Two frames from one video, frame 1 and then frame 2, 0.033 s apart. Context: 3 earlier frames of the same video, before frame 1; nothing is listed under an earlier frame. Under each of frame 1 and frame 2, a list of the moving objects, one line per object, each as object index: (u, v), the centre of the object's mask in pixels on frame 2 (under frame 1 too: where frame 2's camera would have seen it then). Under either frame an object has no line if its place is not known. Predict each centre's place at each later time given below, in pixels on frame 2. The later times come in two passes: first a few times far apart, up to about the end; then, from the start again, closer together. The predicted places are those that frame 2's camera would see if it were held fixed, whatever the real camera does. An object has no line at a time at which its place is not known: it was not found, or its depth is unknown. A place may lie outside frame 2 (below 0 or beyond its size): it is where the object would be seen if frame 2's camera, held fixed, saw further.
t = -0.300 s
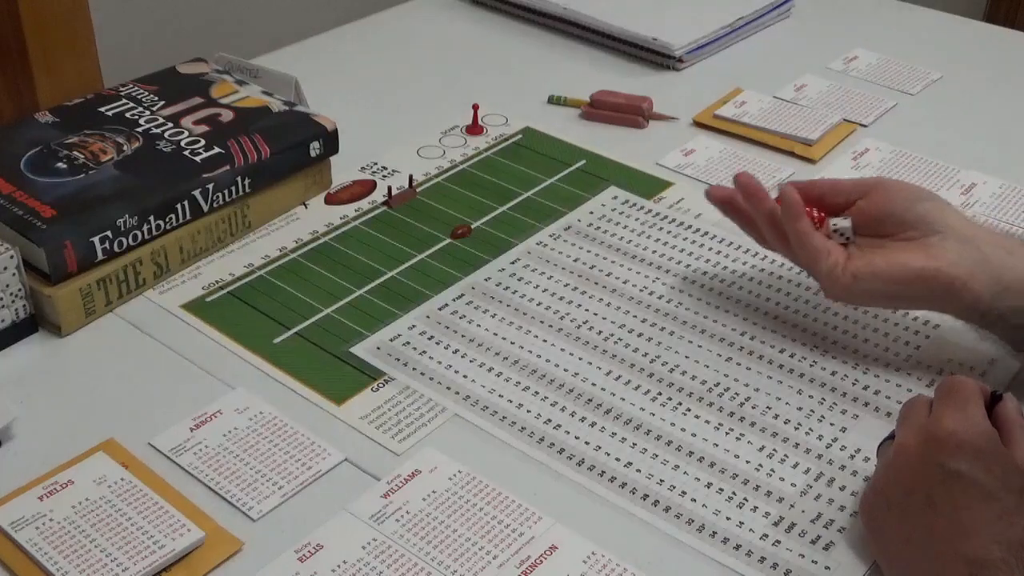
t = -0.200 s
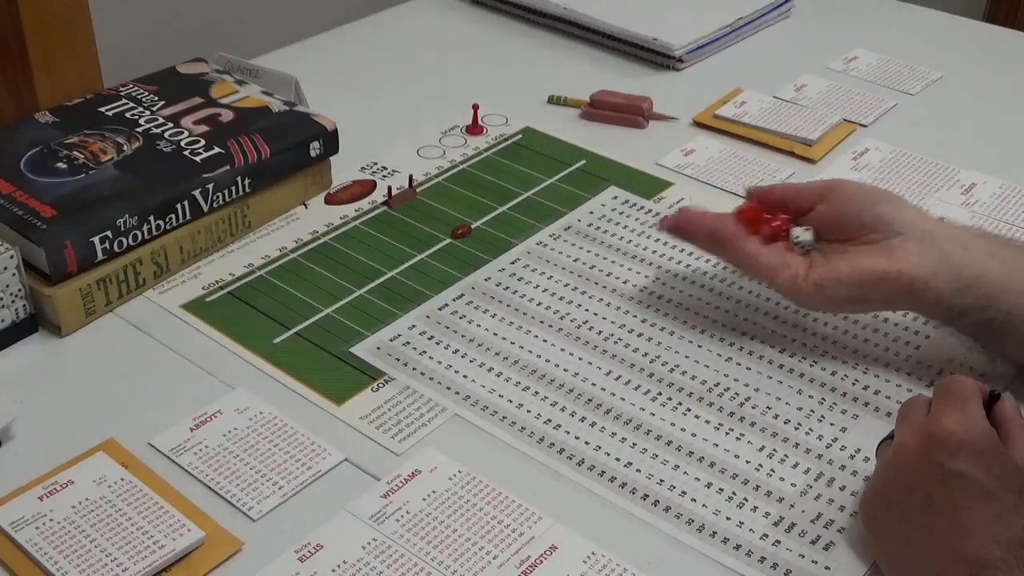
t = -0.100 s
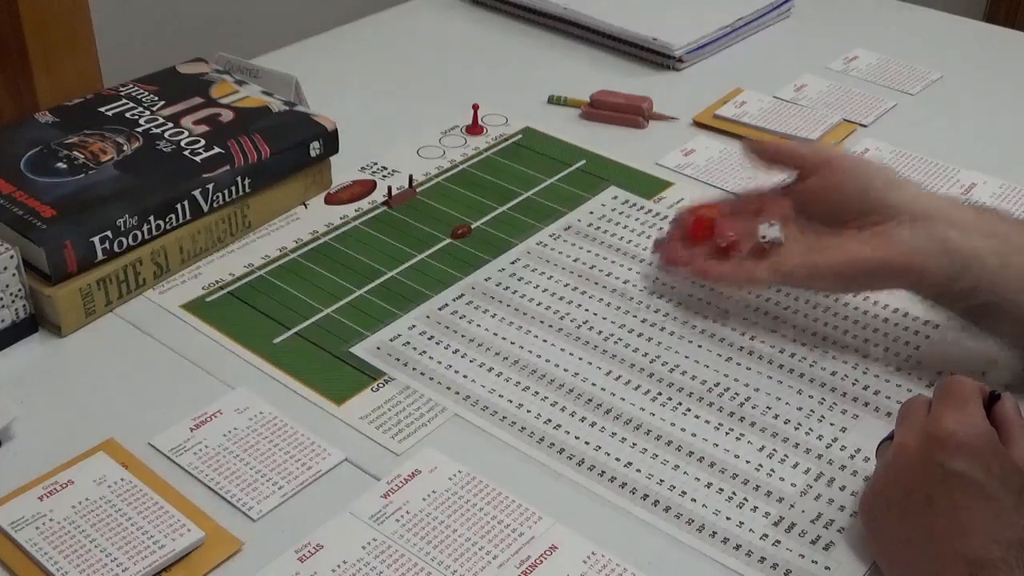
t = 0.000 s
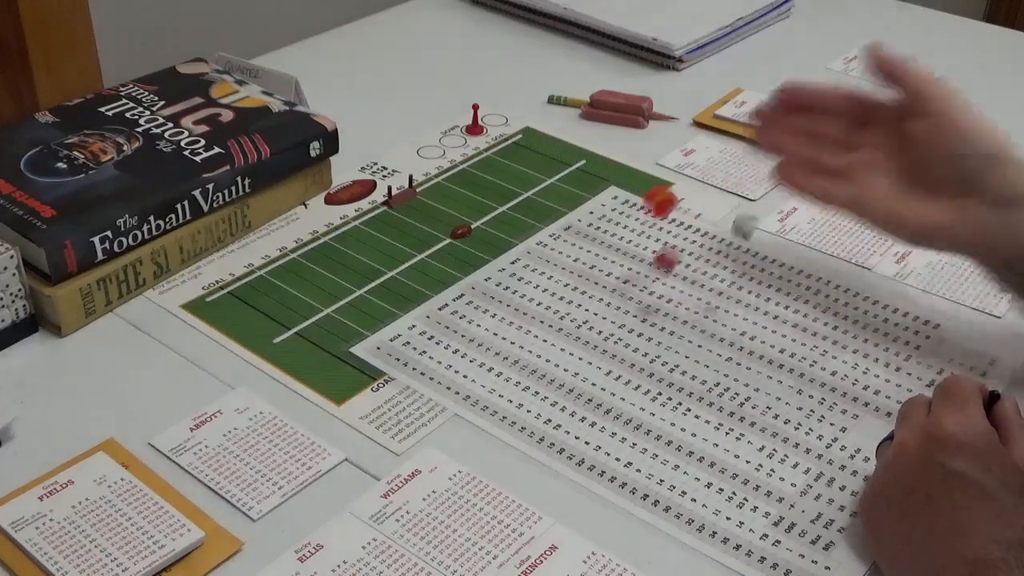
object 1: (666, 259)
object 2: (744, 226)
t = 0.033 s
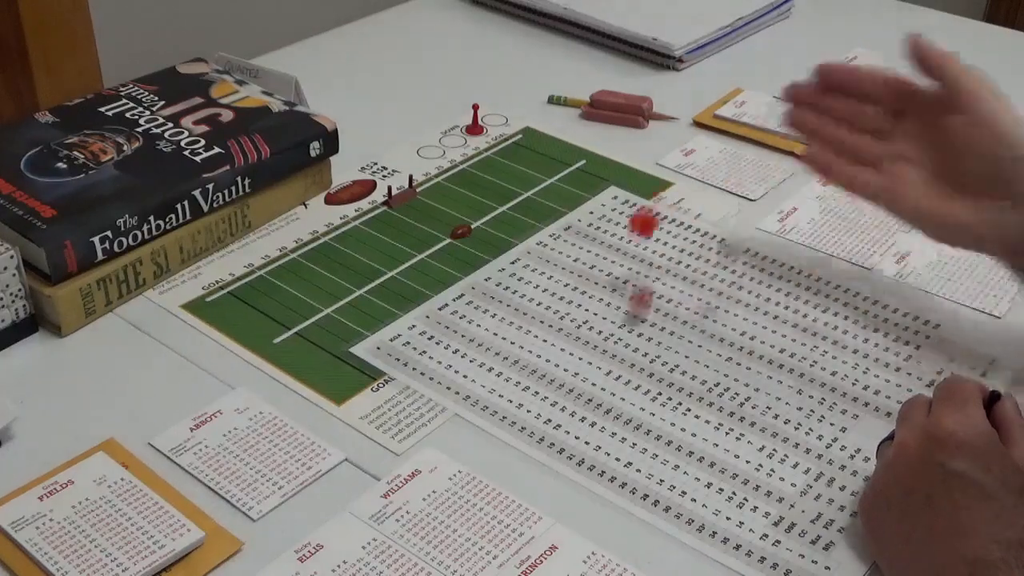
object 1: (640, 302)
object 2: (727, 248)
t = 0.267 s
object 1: (542, 323)
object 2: (645, 319)
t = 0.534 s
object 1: (537, 327)
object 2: (643, 320)
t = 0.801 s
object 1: (537, 327)
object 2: (643, 320)
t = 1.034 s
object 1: (537, 327)
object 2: (643, 320)
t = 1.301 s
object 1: (537, 327)
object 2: (643, 320)
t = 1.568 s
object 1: (537, 327)
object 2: (643, 320)
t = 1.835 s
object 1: (537, 327)
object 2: (643, 320)
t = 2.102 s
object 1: (537, 327)
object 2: (643, 320)
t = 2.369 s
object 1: (537, 327)
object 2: (643, 320)
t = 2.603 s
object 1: (537, 327)
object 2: (643, 320)
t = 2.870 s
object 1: (537, 327)
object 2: (643, 320)
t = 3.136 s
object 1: (537, 327)
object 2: (643, 320)
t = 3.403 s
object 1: (537, 327)
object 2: (643, 320)
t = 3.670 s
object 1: (537, 327)
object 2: (643, 320)
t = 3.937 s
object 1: (537, 327)
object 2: (643, 320)
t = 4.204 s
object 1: (537, 327)
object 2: (643, 320)
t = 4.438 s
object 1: (537, 327)
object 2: (643, 320)
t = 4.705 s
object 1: (537, 327)
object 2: (643, 320)
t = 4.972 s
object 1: (537, 327)
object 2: (643, 320)
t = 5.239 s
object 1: (537, 327)
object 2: (643, 320)
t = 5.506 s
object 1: (537, 327)
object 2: (643, 320)
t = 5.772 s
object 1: (537, 327)
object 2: (643, 320)
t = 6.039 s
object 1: (538, 327)
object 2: (643, 320)
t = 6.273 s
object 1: (537, 327)
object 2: (643, 320)
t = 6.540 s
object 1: (537, 327)
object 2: (643, 320)
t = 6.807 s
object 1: (537, 327)
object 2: (643, 320)
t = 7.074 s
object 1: (537, 327)
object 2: (643, 320)
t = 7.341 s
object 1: (537, 327)
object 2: (643, 320)
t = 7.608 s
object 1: (537, 327)
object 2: (643, 320)
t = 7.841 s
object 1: (537, 327)
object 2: (643, 320)
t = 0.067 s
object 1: (621, 312)
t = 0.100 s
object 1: (602, 317)
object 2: (699, 315)
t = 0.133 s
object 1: (586, 316)
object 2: (688, 314)
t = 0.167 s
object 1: (572, 319)
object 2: (671, 317)
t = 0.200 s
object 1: (559, 320)
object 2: (660, 318)
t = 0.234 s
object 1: (549, 320)
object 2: (651, 319)
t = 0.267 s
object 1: (542, 323)
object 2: (645, 319)
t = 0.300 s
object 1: (538, 326)
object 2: (643, 320)
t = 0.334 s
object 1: (537, 327)
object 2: (643, 320)
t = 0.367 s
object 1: (537, 327)
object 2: (643, 320)
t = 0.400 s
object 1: (537, 327)
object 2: (643, 320)
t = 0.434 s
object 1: (537, 327)
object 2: (643, 320)
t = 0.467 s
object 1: (537, 327)
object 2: (643, 320)
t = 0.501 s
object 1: (537, 327)
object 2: (643, 320)
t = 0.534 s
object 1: (537, 327)
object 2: (643, 320)
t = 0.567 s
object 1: (537, 327)
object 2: (643, 320)
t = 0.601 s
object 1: (537, 327)
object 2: (643, 320)
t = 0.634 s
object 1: (537, 327)
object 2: (643, 320)
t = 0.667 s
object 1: (537, 327)
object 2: (643, 320)
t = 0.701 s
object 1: (537, 327)
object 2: (643, 320)
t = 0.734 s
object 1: (537, 327)
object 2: (643, 320)
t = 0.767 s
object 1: (537, 327)
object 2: (643, 320)
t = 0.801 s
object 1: (537, 327)
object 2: (643, 320)
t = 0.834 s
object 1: (537, 327)
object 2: (643, 320)
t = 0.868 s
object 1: (537, 327)
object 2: (643, 320)
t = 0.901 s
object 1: (537, 327)
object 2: (643, 320)
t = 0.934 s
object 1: (537, 327)
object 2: (643, 320)
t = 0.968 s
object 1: (537, 327)
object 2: (643, 320)
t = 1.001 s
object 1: (537, 327)
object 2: (643, 320)
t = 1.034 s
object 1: (537, 327)
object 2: (643, 320)
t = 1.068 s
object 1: (537, 327)
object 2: (643, 320)
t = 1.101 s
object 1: (537, 327)
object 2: (643, 320)
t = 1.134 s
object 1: (537, 327)
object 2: (643, 320)
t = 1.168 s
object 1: (537, 327)
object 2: (643, 320)
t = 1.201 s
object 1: (537, 327)
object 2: (643, 320)
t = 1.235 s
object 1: (537, 327)
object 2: (643, 320)
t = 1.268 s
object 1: (537, 327)
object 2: (643, 320)
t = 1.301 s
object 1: (537, 327)
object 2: (643, 320)
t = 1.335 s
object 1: (537, 327)
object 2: (643, 320)
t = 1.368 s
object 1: (537, 327)
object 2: (643, 320)
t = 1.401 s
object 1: (537, 327)
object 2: (643, 320)
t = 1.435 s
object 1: (537, 327)
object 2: (643, 320)
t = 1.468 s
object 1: (537, 327)
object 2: (643, 320)
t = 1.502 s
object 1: (537, 327)
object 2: (643, 320)
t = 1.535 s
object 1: (537, 327)
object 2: (643, 320)
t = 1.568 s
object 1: (537, 327)
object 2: (643, 320)
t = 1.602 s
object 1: (537, 327)
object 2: (643, 320)
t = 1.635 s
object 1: (537, 327)
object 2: (643, 320)
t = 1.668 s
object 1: (537, 327)
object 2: (643, 320)
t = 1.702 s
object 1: (537, 327)
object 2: (643, 320)
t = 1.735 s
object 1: (537, 327)
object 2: (643, 320)
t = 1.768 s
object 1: (537, 327)
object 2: (643, 320)
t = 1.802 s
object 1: (537, 327)
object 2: (643, 320)
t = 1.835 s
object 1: (537, 327)
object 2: (643, 320)
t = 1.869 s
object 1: (537, 327)
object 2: (643, 320)
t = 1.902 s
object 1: (537, 327)
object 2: (643, 320)
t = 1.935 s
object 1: (537, 327)
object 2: (643, 320)
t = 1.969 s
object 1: (537, 327)
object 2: (643, 320)
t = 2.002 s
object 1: (537, 327)
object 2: (643, 320)
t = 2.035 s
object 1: (537, 327)
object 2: (643, 320)
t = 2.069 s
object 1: (537, 327)
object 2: (643, 320)
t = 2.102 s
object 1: (537, 327)
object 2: (643, 320)
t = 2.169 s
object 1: (537, 327)
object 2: (643, 320)
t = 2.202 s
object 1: (537, 327)
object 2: (643, 320)
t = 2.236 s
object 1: (537, 327)
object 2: (643, 320)
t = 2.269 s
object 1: (537, 327)
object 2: (643, 320)
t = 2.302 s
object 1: (537, 327)
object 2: (643, 320)
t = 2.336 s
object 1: (537, 327)
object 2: (643, 320)
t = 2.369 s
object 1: (537, 327)
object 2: (643, 320)
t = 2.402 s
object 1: (537, 327)
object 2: (643, 320)
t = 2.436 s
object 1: (537, 327)
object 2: (643, 320)
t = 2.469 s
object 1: (537, 327)
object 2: (643, 320)
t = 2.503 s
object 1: (537, 327)
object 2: (643, 320)
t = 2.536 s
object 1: (537, 327)
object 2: (643, 320)
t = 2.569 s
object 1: (537, 327)
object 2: (643, 320)
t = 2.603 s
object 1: (537, 327)
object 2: (643, 320)
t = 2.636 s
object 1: (537, 327)
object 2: (643, 320)
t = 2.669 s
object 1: (537, 327)
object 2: (643, 320)
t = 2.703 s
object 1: (537, 327)
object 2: (643, 320)
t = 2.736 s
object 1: (537, 327)
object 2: (643, 320)
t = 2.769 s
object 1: (537, 327)
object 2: (643, 320)
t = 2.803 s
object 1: (537, 327)
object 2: (643, 320)
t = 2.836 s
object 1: (537, 327)
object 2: (643, 320)
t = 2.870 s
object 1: (537, 327)
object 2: (643, 320)
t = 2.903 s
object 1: (537, 327)
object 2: (643, 320)
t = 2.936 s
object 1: (537, 327)
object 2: (643, 320)
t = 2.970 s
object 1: (537, 327)
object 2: (643, 320)
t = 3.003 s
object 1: (537, 327)
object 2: (643, 320)
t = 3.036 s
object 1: (537, 327)
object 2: (643, 320)
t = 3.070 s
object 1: (537, 327)
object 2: (643, 320)
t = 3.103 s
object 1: (537, 327)
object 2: (643, 320)
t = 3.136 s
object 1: (537, 327)
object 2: (643, 320)
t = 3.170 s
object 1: (537, 327)
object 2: (643, 320)
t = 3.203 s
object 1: (537, 327)
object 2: (643, 320)
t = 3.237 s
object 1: (537, 327)
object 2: (643, 320)
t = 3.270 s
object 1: (537, 327)
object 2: (643, 320)
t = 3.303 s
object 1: (537, 327)
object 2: (643, 320)
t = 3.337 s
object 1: (537, 327)
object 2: (643, 320)
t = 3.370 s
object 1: (537, 327)
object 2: (643, 320)
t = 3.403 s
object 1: (537, 327)
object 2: (643, 320)
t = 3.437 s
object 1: (537, 327)
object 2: (643, 320)
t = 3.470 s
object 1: (537, 327)
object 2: (643, 320)
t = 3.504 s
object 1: (537, 327)
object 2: (643, 320)
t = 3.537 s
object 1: (537, 327)
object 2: (643, 320)
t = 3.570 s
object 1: (537, 327)
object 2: (643, 320)
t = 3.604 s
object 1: (537, 327)
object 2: (643, 320)
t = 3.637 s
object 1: (537, 327)
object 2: (643, 320)
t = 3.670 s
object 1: (537, 327)
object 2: (643, 320)
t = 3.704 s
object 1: (537, 327)
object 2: (643, 320)
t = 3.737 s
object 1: (537, 327)
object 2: (643, 320)
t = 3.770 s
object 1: (537, 327)
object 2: (643, 320)
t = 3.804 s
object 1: (537, 327)
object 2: (643, 320)
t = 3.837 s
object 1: (537, 327)
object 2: (643, 320)
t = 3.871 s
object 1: (537, 327)
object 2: (643, 320)
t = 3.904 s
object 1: (537, 327)
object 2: (643, 320)
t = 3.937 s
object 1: (537, 327)
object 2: (643, 320)
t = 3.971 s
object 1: (537, 327)
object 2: (643, 320)
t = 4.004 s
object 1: (537, 327)
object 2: (643, 320)
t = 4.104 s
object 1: (537, 327)
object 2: (643, 320)
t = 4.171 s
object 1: (537, 327)
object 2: (643, 320)
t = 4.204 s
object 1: (537, 327)
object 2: (643, 320)
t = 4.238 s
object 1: (537, 327)
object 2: (643, 320)
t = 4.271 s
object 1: (537, 327)
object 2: (643, 320)
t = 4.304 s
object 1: (537, 327)
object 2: (643, 320)
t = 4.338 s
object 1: (537, 327)
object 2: (643, 320)
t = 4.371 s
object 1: (537, 327)
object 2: (643, 320)
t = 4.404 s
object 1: (537, 327)
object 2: (643, 320)
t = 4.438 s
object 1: (537, 327)
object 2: (643, 320)
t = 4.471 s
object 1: (537, 327)
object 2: (643, 320)
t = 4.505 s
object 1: (537, 327)
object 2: (643, 320)
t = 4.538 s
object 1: (537, 327)
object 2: (643, 320)
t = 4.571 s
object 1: (537, 327)
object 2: (643, 320)
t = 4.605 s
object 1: (537, 327)
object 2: (643, 320)
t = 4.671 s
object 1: (537, 327)
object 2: (643, 320)
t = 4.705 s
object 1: (537, 327)
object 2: (643, 320)
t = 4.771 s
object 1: (537, 327)
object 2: (643, 320)
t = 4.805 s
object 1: (537, 327)
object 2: (643, 320)
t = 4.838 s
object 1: (537, 327)
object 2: (643, 320)
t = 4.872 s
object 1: (537, 327)
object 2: (643, 320)
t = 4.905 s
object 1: (537, 327)
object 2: (643, 320)
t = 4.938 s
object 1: (537, 327)
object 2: (643, 320)
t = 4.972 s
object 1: (537, 327)
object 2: (643, 320)
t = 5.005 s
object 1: (537, 327)
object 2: (643, 320)
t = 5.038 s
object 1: (537, 327)
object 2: (643, 320)
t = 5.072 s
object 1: (537, 327)
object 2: (643, 320)
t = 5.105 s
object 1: (537, 327)
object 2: (643, 320)
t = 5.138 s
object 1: (537, 327)
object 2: (643, 320)
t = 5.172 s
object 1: (537, 327)
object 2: (643, 320)
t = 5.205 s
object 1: (537, 327)
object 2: (643, 320)
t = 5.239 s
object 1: (537, 327)
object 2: (643, 320)
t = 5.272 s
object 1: (537, 327)
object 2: (643, 320)
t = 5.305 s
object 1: (537, 327)
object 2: (643, 321)
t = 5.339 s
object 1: (537, 327)
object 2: (643, 321)
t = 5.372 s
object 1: (537, 327)
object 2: (643, 321)
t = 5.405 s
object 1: (537, 327)
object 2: (643, 320)
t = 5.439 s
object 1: (537, 327)
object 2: (643, 320)
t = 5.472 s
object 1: (537, 327)
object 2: (643, 320)
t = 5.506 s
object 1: (537, 327)
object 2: (643, 320)
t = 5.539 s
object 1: (537, 327)
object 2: (643, 321)
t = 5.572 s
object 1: (537, 327)
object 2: (643, 320)
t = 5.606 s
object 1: (537, 327)
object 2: (643, 320)
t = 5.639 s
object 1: (537, 327)
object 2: (643, 320)
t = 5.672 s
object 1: (537, 327)
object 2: (643, 320)
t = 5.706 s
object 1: (537, 327)
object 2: (643, 320)
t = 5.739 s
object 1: (537, 327)
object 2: (643, 320)
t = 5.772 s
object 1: (537, 327)
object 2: (643, 320)
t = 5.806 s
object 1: (537, 327)
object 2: (643, 320)
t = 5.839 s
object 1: (537, 327)
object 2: (643, 320)
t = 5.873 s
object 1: (537, 327)
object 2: (643, 320)
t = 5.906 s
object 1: (537, 327)
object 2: (643, 320)
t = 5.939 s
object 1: (537, 327)
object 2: (643, 320)
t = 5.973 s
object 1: (537, 327)
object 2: (643, 320)
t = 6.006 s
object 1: (537, 327)
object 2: (643, 320)
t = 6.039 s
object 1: (538, 327)
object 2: (643, 320)
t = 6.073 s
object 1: (538, 327)
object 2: (643, 320)
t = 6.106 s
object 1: (537, 327)
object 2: (643, 320)
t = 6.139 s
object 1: (537, 327)
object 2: (643, 320)
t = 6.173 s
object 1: (537, 327)
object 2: (643, 320)
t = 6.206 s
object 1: (537, 327)
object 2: (643, 320)
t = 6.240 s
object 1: (537, 327)
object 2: (643, 320)
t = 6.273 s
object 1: (537, 327)
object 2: (643, 320)
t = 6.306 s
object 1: (537, 327)
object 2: (643, 320)
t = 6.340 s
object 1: (537, 327)
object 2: (643, 320)
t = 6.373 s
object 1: (537, 327)
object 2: (643, 320)
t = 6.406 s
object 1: (537, 327)
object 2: (643, 320)
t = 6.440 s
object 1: (537, 327)
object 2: (643, 320)
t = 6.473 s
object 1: (537, 327)
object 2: (643, 320)
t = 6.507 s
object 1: (537, 327)
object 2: (643, 320)
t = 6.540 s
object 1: (537, 327)
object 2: (643, 320)
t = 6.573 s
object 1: (537, 327)
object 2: (643, 320)
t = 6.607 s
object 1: (537, 327)
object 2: (643, 320)
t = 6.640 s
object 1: (537, 327)
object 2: (643, 320)
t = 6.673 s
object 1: (537, 327)
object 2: (643, 320)
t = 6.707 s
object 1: (537, 327)
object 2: (643, 320)
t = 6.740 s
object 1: (537, 327)
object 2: (643, 320)
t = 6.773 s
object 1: (537, 327)
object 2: (643, 320)
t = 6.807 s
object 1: (537, 327)
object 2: (643, 320)
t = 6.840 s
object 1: (537, 327)
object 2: (643, 320)
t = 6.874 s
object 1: (537, 327)
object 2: (643, 320)
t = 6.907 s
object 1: (537, 327)
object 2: (643, 320)
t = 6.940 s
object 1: (537, 327)
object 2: (643, 320)
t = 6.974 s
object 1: (537, 327)
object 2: (643, 320)
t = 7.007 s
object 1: (537, 327)
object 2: (643, 320)
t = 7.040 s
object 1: (537, 327)
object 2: (643, 320)
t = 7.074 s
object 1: (537, 327)
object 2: (643, 320)
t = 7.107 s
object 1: (537, 327)
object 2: (643, 320)
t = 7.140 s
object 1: (537, 327)
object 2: (643, 320)
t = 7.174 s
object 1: (537, 327)
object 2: (643, 320)
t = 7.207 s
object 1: (537, 327)
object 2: (643, 320)
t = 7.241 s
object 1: (537, 327)
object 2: (643, 320)
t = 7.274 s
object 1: (537, 327)
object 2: (643, 320)
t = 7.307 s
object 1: (537, 327)
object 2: (643, 320)
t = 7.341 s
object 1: (537, 327)
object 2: (643, 320)
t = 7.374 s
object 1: (537, 327)
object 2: (643, 320)
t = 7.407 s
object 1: (537, 327)
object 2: (643, 320)
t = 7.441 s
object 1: (537, 327)
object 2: (643, 320)
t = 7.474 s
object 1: (537, 327)
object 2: (643, 320)
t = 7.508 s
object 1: (537, 327)
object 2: (643, 320)
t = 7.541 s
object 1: (537, 327)
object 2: (643, 320)
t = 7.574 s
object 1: (537, 327)
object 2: (643, 320)
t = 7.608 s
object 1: (537, 327)
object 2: (643, 320)
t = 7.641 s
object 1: (537, 327)
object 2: (643, 320)
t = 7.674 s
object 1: (537, 327)
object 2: (643, 320)
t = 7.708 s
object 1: (537, 327)
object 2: (643, 320)
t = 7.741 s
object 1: (537, 327)
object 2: (643, 320)
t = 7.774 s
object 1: (537, 327)
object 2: (643, 320)
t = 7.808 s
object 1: (537, 327)
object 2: (643, 320)
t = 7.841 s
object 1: (537, 327)
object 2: (643, 320)
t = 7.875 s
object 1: (537, 327)
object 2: (643, 320)
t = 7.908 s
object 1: (537, 327)
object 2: (643, 320)
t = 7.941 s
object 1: (537, 327)
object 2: (643, 320)
